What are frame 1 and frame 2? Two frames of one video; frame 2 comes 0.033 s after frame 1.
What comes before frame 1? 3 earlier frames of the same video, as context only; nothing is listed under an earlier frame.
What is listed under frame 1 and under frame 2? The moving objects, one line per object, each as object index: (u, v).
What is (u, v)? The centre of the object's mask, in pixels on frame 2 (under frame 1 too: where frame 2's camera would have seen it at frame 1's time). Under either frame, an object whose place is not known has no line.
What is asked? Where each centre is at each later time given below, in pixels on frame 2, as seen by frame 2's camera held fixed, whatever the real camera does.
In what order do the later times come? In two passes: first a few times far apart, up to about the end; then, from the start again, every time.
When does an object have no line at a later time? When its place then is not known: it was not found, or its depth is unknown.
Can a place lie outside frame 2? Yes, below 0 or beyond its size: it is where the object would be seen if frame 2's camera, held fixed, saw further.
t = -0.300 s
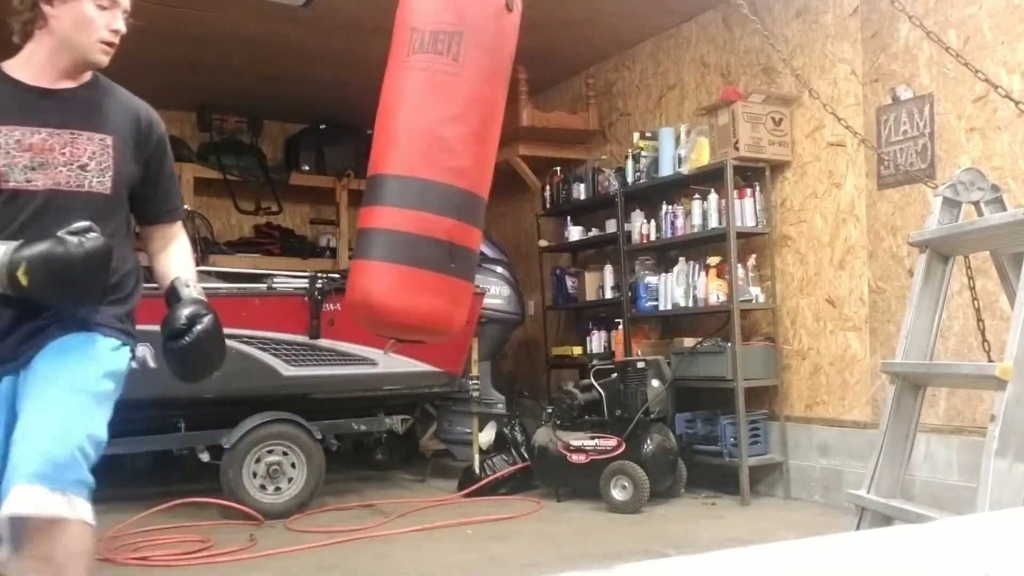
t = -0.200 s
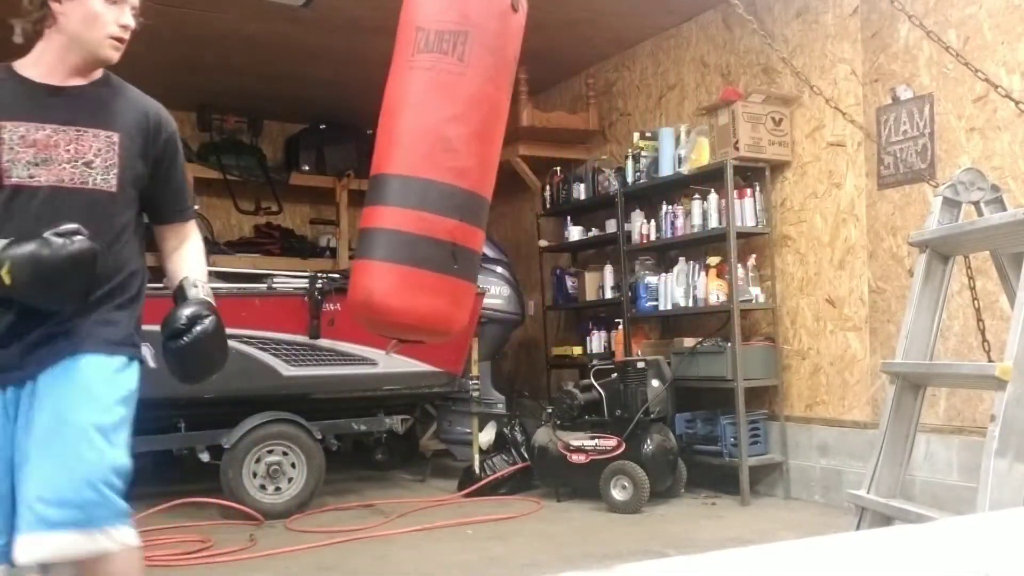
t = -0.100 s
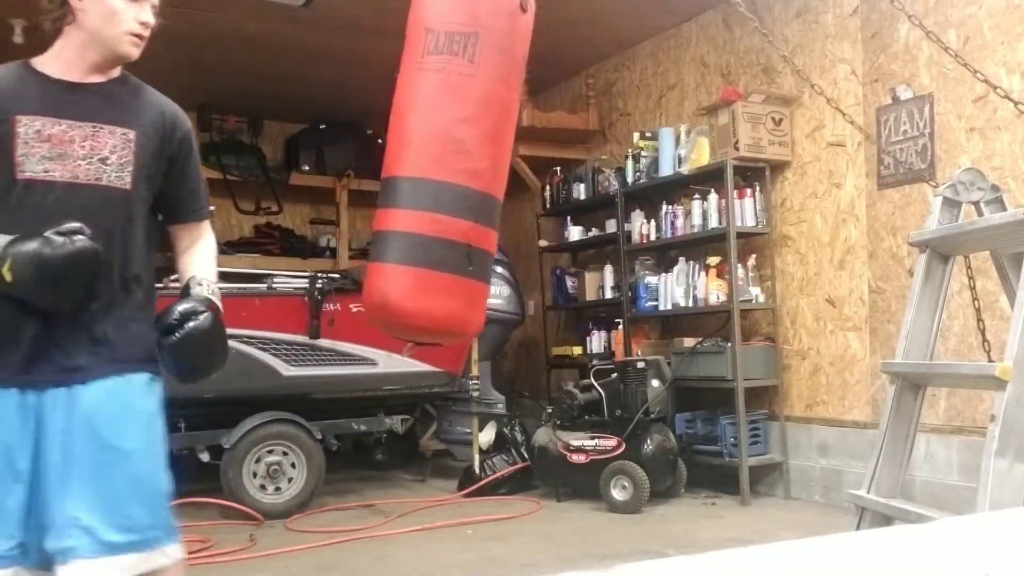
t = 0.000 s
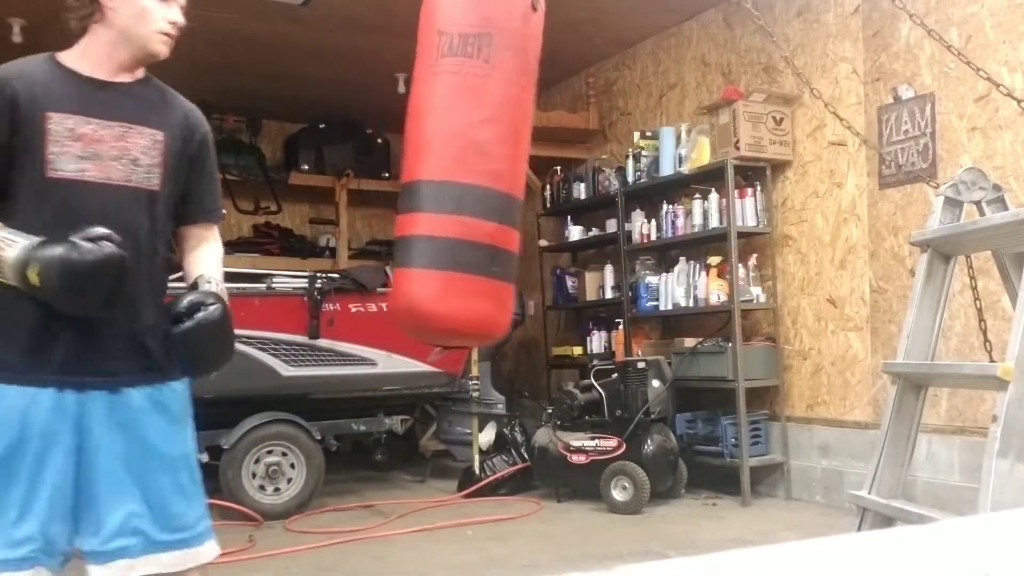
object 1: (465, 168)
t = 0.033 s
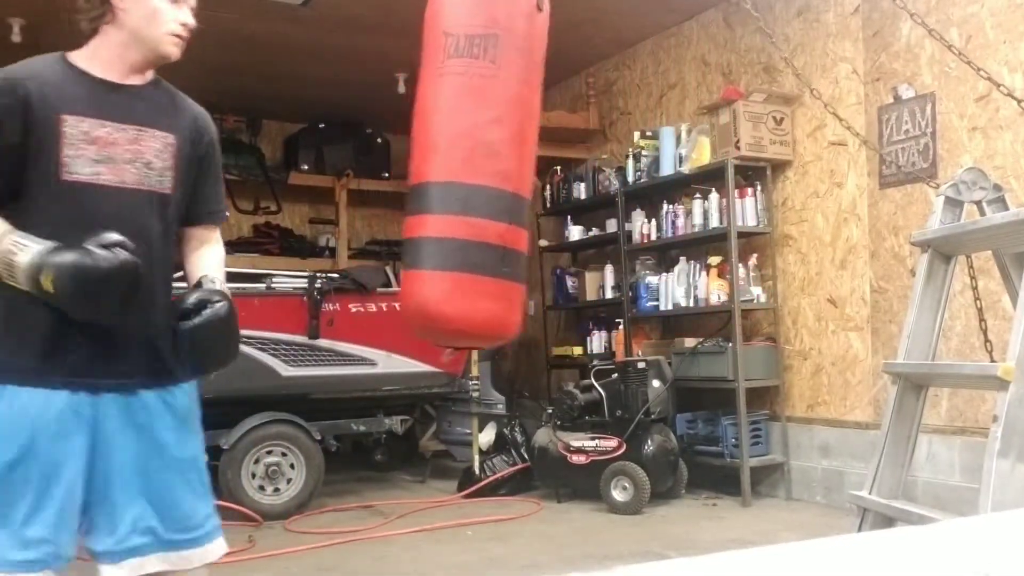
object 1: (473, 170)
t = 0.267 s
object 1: (540, 173)
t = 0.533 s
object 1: (618, 170)
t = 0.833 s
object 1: (671, 165)
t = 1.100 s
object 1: (668, 166)
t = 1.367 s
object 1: (620, 169)
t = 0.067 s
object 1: (481, 172)
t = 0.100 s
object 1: (491, 172)
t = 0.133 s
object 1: (501, 174)
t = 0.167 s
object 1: (510, 174)
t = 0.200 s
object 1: (520, 174)
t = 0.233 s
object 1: (529, 173)
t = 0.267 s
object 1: (540, 173)
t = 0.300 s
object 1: (550, 172)
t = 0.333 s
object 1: (561, 173)
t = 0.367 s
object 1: (570, 173)
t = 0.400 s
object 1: (580, 173)
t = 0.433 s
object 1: (590, 172)
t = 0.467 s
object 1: (599, 172)
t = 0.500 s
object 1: (609, 171)
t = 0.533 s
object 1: (618, 170)
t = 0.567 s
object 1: (626, 169)
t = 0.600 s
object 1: (634, 169)
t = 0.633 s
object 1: (642, 169)
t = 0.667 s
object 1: (648, 168)
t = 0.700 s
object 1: (654, 168)
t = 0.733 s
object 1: (659, 168)
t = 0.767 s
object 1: (664, 166)
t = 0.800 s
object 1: (668, 166)
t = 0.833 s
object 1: (671, 165)
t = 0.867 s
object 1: (673, 164)
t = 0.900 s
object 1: (675, 164)
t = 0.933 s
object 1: (675, 164)
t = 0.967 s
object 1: (675, 165)
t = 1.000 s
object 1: (675, 165)
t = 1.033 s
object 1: (674, 166)
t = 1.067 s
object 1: (671, 165)
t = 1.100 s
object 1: (668, 166)
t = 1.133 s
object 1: (664, 166)
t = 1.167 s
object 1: (660, 167)
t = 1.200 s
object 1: (655, 167)
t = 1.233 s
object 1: (649, 167)
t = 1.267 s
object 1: (642, 166)
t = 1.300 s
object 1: (635, 167)
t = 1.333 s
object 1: (628, 167)
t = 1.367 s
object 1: (620, 169)
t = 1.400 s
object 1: (611, 170)
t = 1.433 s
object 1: (602, 171)
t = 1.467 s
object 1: (593, 171)
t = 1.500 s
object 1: (583, 171)
